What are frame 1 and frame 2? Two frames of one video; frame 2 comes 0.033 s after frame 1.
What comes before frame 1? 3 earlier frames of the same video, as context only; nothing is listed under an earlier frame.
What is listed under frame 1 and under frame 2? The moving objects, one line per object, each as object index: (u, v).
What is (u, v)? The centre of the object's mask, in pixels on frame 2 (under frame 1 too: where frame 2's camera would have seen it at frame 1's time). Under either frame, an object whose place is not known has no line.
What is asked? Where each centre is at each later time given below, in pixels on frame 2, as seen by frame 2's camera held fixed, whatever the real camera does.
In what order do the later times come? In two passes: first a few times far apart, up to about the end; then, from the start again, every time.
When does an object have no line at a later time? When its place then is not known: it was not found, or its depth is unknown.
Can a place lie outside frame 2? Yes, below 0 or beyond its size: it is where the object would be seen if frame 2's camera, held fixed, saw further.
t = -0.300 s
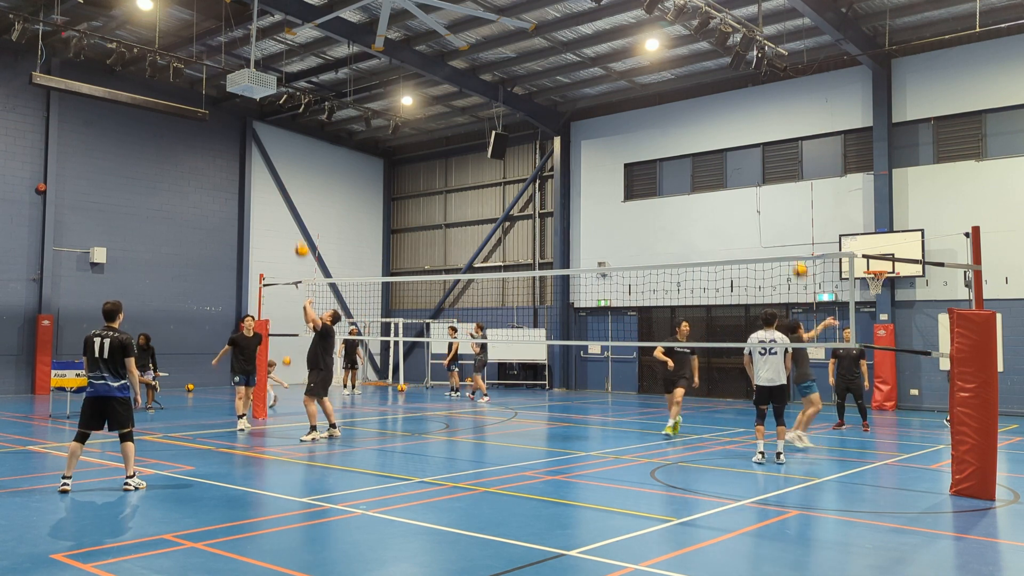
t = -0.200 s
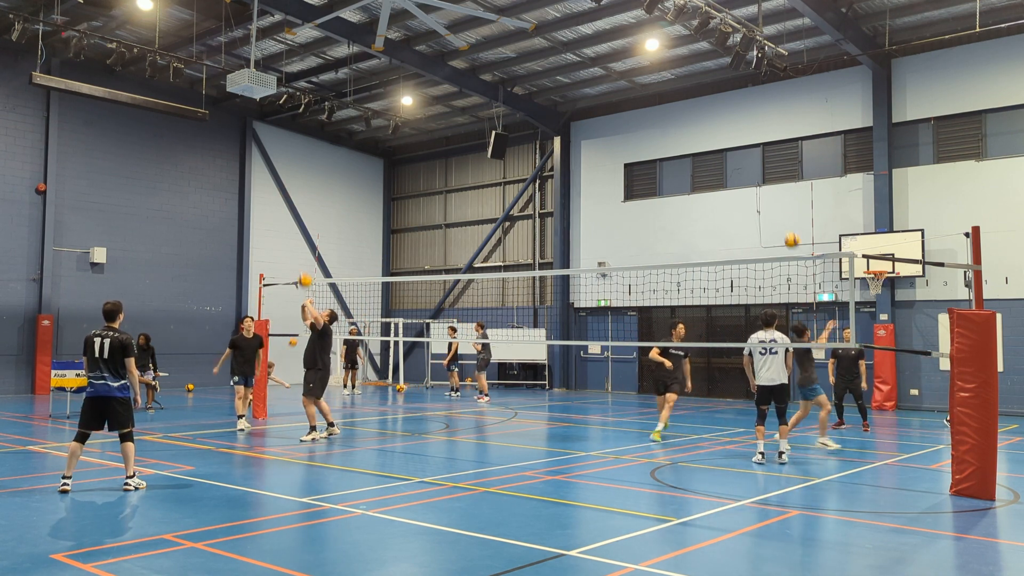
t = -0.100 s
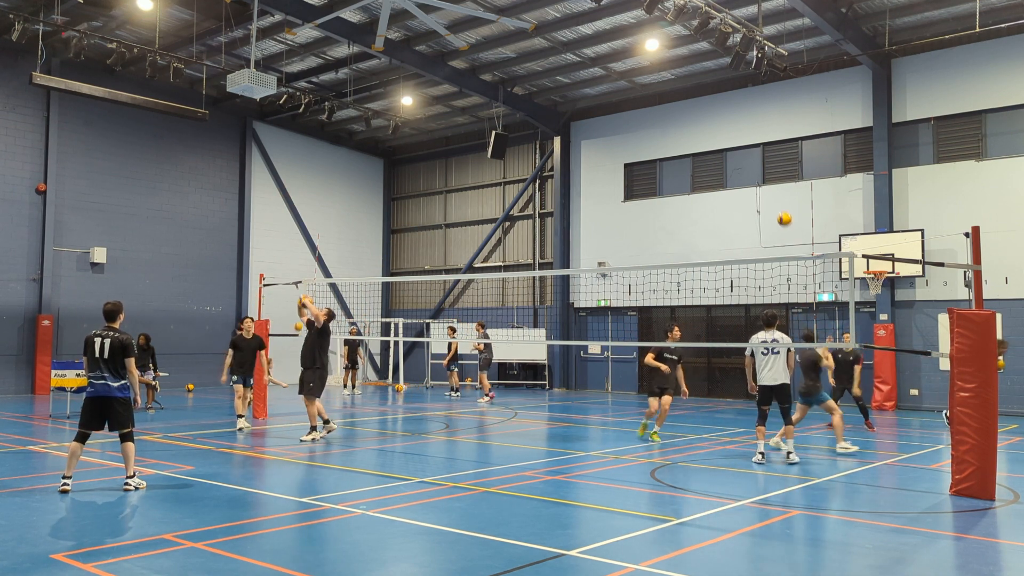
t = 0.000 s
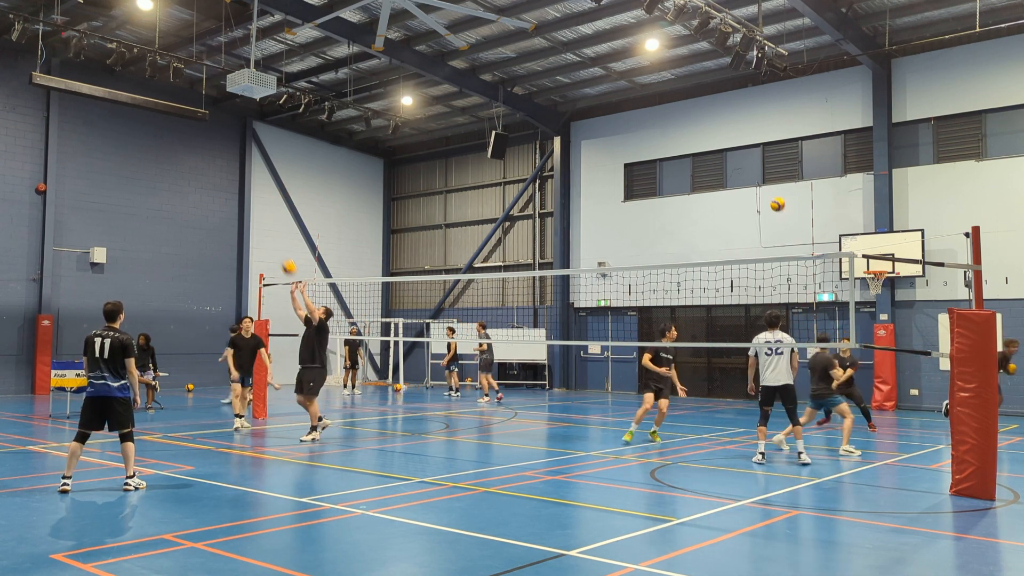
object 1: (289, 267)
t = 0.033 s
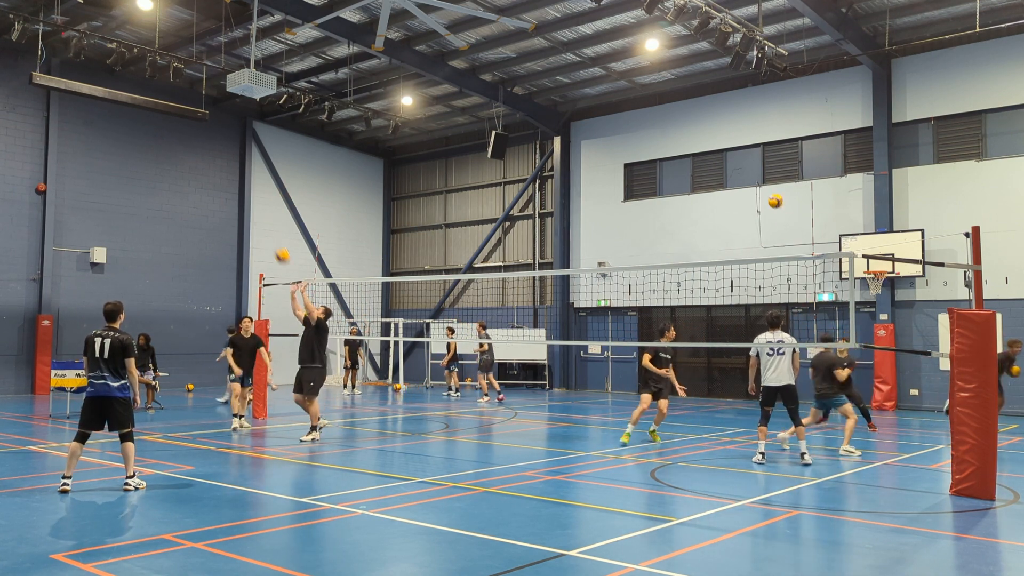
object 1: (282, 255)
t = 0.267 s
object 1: (237, 192)
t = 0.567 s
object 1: (176, 164)
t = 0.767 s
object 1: (133, 181)
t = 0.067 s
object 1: (276, 244)
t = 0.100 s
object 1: (270, 233)
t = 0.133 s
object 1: (263, 223)
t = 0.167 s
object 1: (257, 214)
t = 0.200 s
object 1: (249, 206)
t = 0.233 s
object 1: (243, 199)
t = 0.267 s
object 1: (237, 192)
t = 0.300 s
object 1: (231, 186)
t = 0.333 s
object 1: (224, 180)
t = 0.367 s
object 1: (218, 176)
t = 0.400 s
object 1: (211, 172)
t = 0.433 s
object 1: (204, 168)
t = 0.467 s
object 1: (197, 166)
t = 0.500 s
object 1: (190, 165)
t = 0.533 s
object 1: (183, 164)
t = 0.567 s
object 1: (176, 164)
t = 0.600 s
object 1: (169, 165)
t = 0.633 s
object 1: (162, 166)
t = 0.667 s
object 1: (155, 168)
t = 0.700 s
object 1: (148, 171)
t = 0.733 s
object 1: (140, 176)
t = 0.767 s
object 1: (133, 181)
